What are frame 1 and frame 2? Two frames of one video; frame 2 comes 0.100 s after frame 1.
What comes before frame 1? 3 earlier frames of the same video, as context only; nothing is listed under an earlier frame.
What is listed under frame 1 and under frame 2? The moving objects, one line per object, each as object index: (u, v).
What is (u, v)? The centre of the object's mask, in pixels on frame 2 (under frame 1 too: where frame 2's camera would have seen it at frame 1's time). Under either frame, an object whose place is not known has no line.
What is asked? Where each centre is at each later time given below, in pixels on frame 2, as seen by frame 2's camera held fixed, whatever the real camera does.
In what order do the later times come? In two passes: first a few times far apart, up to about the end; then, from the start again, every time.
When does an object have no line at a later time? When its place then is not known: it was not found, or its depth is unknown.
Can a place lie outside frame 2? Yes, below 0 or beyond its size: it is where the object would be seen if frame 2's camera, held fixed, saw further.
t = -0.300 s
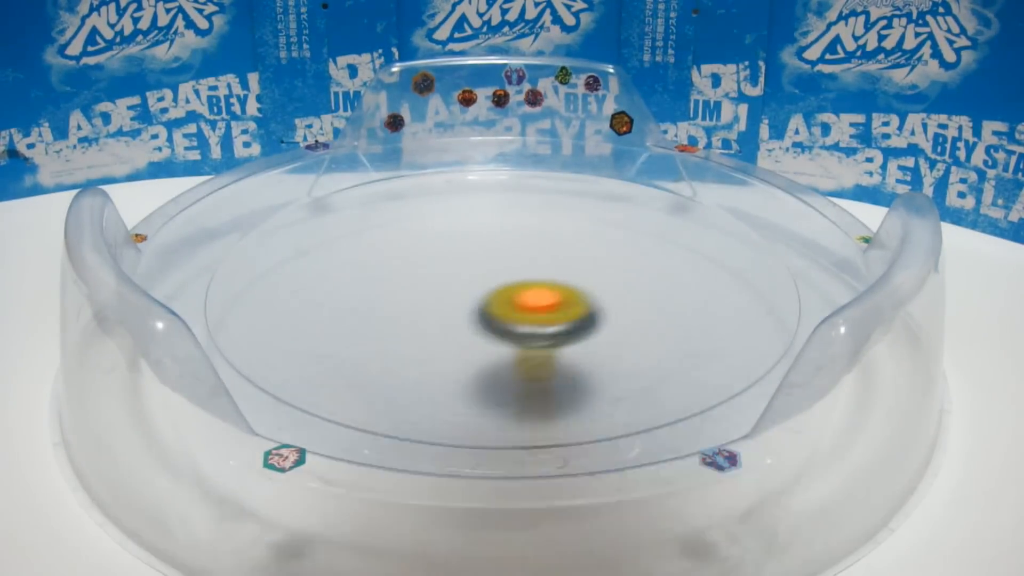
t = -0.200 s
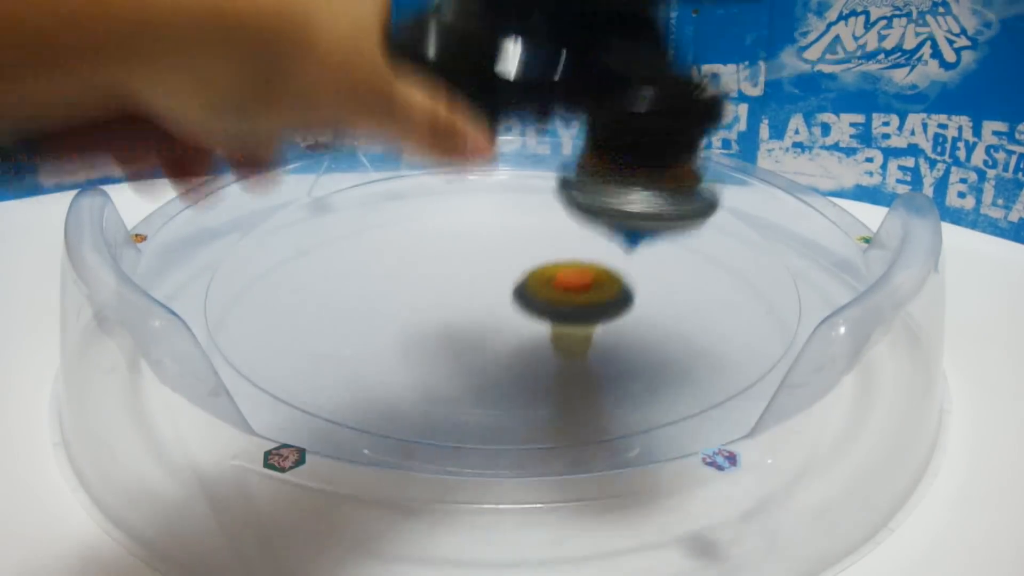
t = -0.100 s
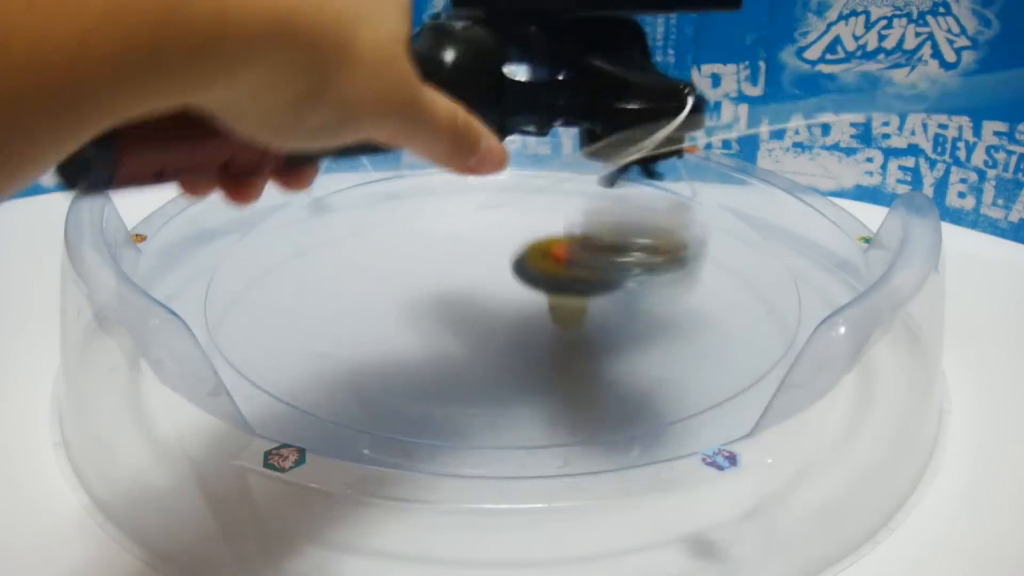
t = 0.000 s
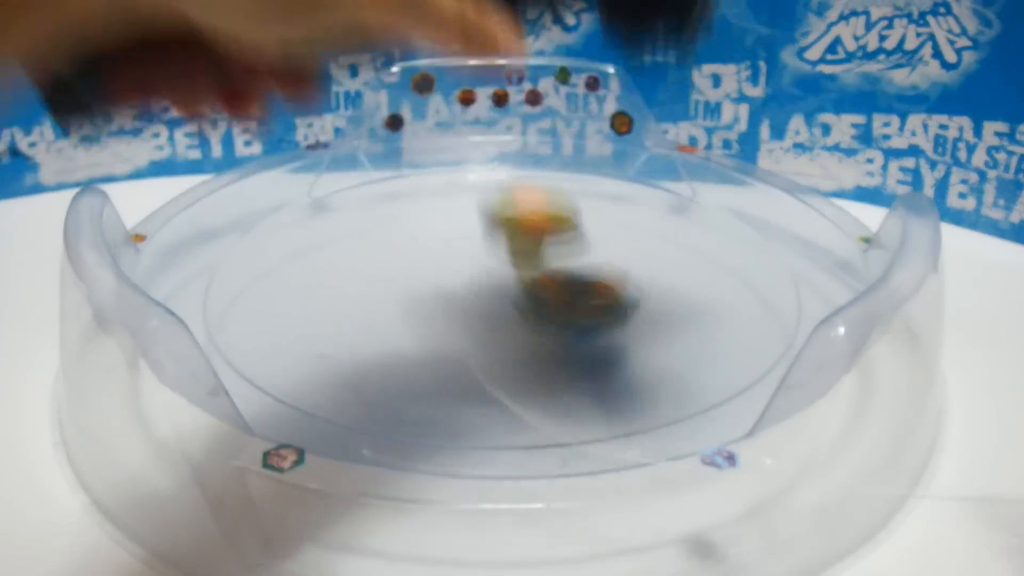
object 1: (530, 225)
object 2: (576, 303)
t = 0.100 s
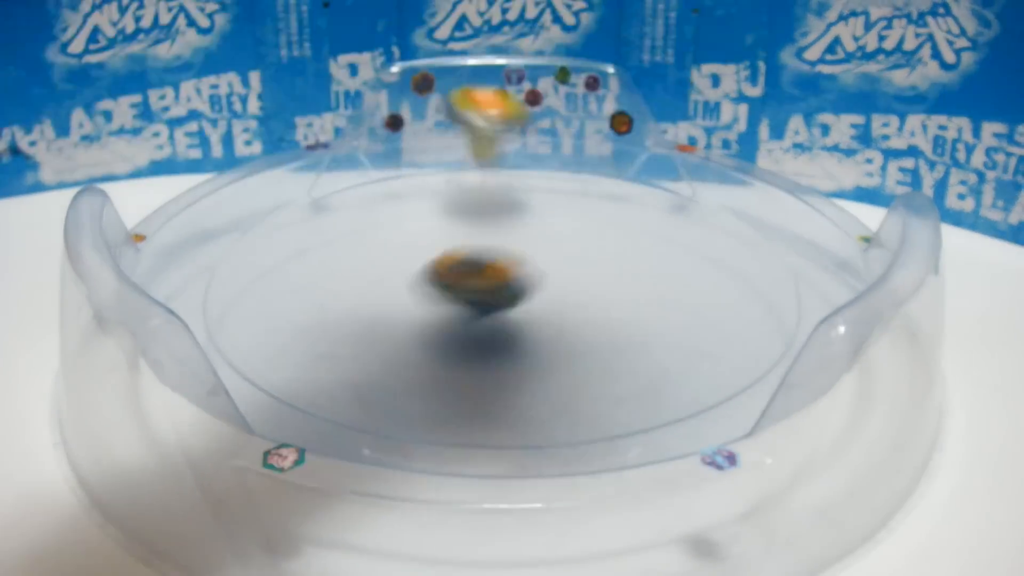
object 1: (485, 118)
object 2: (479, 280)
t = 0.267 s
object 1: (394, 206)
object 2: (285, 241)
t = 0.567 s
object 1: (588, 327)
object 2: (331, 332)
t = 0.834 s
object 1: (698, 198)
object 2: (589, 250)
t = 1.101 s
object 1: (565, 156)
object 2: (366, 149)
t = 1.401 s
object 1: (418, 250)
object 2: (198, 222)
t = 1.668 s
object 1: (657, 292)
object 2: (454, 344)
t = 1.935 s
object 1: (736, 181)
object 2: (551, 239)
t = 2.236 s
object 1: (502, 193)
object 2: (357, 170)
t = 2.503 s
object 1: (404, 280)
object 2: (304, 321)
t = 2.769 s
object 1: (487, 317)
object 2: (717, 313)
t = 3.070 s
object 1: (593, 286)
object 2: (600, 150)
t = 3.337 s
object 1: (514, 262)
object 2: (310, 204)
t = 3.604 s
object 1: (412, 274)
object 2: (477, 368)
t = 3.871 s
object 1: (435, 316)
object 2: (787, 251)
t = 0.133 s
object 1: (467, 117)
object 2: (437, 272)
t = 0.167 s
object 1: (444, 143)
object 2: (402, 261)
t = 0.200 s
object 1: (425, 170)
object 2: (367, 261)
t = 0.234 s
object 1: (400, 198)
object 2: (336, 250)
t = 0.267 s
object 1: (394, 206)
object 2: (285, 241)
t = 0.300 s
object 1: (408, 214)
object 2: (233, 239)
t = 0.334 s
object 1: (424, 252)
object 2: (204, 236)
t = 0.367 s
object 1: (445, 260)
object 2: (186, 247)
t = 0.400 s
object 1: (471, 298)
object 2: (194, 262)
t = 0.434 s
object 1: (493, 298)
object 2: (210, 276)
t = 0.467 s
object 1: (518, 302)
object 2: (234, 294)
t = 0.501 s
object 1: (542, 326)
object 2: (259, 308)
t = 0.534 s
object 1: (568, 318)
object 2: (290, 322)
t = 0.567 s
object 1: (588, 327)
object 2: (331, 332)
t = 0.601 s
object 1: (608, 321)
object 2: (383, 339)
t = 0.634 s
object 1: (629, 300)
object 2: (438, 341)
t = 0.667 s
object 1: (644, 288)
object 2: (493, 335)
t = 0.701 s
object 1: (655, 283)
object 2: (540, 324)
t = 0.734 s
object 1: (664, 261)
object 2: (578, 306)
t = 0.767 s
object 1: (668, 237)
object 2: (601, 287)
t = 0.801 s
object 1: (683, 219)
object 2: (606, 271)
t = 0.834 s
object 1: (698, 198)
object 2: (589, 250)
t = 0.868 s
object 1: (702, 180)
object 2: (571, 231)
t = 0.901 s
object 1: (698, 167)
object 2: (550, 215)
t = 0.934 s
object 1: (684, 157)
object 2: (523, 197)
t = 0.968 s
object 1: (665, 153)
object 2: (493, 180)
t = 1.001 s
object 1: (635, 153)
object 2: (459, 165)
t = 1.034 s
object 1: (610, 152)
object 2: (422, 151)
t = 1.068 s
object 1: (586, 154)
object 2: (395, 144)
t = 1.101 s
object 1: (565, 156)
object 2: (366, 149)
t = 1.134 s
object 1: (544, 160)
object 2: (338, 152)
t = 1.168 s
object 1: (522, 166)
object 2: (309, 156)
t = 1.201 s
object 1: (501, 172)
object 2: (282, 158)
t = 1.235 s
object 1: (480, 182)
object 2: (255, 161)
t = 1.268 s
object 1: (462, 193)
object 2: (227, 166)
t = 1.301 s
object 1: (447, 205)
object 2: (212, 175)
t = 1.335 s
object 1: (434, 218)
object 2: (199, 188)
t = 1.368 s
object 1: (424, 231)
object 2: (193, 204)
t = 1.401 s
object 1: (418, 250)
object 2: (198, 222)
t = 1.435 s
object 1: (413, 275)
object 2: (213, 241)
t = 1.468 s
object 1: (416, 280)
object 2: (238, 269)
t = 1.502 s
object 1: (420, 292)
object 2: (277, 292)
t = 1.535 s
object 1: (446, 298)
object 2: (316, 312)
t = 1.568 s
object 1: (490, 318)
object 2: (351, 325)
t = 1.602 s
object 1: (529, 316)
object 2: (397, 335)
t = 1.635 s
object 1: (563, 305)
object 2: (452, 344)
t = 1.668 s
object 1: (657, 292)
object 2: (454, 344)
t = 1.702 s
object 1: (735, 272)
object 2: (460, 342)
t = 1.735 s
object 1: (791, 251)
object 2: (472, 338)
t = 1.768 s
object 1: (826, 223)
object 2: (490, 329)
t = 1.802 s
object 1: (811, 210)
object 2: (514, 317)
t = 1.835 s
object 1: (792, 201)
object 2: (533, 302)
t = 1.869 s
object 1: (775, 195)
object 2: (547, 282)
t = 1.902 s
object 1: (757, 186)
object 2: (553, 261)
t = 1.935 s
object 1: (736, 181)
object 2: (551, 239)
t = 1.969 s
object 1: (705, 176)
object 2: (543, 219)
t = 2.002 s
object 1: (677, 174)
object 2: (530, 202)
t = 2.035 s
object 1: (649, 171)
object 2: (512, 186)
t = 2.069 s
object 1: (625, 172)
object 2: (491, 173)
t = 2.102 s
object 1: (602, 173)
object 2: (466, 164)
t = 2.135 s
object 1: (578, 176)
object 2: (436, 156)
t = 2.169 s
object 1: (552, 182)
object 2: (407, 151)
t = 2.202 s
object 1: (526, 186)
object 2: (382, 158)
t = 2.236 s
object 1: (502, 193)
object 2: (357, 170)
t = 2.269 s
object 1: (478, 201)
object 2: (330, 179)
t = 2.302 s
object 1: (456, 209)
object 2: (303, 192)
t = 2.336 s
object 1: (434, 218)
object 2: (281, 209)
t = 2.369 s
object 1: (415, 228)
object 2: (269, 228)
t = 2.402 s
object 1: (398, 239)
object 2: (267, 251)
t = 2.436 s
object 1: (385, 254)
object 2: (277, 272)
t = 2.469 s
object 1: (395, 273)
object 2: (287, 298)
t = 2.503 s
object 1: (404, 280)
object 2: (304, 321)
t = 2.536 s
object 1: (415, 283)
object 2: (337, 342)
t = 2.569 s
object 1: (417, 277)
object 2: (382, 356)
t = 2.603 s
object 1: (422, 284)
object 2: (435, 365)
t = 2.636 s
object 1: (429, 297)
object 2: (498, 368)
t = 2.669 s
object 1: (441, 303)
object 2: (567, 366)
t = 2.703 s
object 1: (455, 313)
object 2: (628, 353)
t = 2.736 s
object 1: (470, 322)
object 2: (678, 336)
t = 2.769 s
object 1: (487, 317)
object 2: (717, 313)
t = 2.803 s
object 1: (504, 319)
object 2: (745, 288)
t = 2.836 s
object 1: (521, 319)
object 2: (761, 263)
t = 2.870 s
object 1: (538, 318)
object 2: (765, 239)
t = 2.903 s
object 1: (554, 315)
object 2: (761, 217)
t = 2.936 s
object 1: (568, 324)
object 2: (738, 191)
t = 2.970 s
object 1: (579, 305)
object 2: (705, 180)
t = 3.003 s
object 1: (587, 299)
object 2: (674, 168)
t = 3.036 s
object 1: (591, 309)
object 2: (639, 158)
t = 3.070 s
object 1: (593, 286)
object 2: (600, 150)
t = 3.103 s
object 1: (591, 279)
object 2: (561, 145)
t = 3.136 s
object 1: (586, 289)
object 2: (516, 145)
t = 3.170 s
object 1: (578, 282)
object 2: (472, 146)
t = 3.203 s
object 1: (568, 276)
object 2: (432, 150)
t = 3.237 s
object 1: (556, 271)
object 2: (395, 157)
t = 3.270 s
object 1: (543, 268)
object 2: (360, 171)
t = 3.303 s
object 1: (529, 264)
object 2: (333, 185)
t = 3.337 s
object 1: (514, 262)
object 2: (310, 204)
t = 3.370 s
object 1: (499, 259)
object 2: (293, 226)
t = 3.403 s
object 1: (485, 257)
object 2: (285, 249)
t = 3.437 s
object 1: (467, 261)
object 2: (288, 276)
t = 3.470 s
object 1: (454, 262)
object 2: (300, 301)
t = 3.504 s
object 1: (442, 263)
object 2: (325, 323)
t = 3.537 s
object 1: (433, 262)
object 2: (366, 343)
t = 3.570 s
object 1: (421, 264)
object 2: (418, 357)
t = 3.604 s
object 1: (412, 274)
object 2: (477, 368)
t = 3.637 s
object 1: (405, 280)
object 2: (544, 368)
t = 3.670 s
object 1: (402, 285)
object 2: (606, 364)
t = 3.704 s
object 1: (401, 291)
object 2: (668, 354)
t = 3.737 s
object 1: (402, 296)
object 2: (720, 337)
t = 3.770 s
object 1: (406, 301)
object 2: (764, 314)
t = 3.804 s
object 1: (413, 307)
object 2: (788, 292)
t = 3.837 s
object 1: (423, 313)
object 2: (789, 274)
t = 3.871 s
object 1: (435, 316)
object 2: (787, 251)
